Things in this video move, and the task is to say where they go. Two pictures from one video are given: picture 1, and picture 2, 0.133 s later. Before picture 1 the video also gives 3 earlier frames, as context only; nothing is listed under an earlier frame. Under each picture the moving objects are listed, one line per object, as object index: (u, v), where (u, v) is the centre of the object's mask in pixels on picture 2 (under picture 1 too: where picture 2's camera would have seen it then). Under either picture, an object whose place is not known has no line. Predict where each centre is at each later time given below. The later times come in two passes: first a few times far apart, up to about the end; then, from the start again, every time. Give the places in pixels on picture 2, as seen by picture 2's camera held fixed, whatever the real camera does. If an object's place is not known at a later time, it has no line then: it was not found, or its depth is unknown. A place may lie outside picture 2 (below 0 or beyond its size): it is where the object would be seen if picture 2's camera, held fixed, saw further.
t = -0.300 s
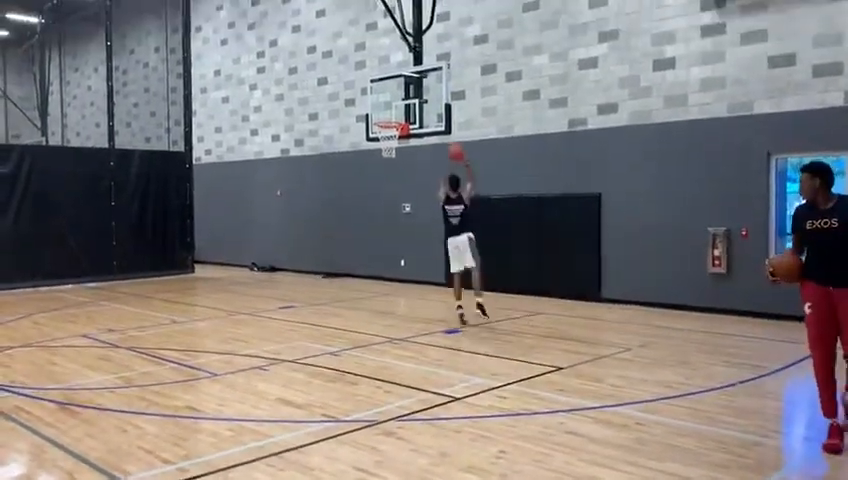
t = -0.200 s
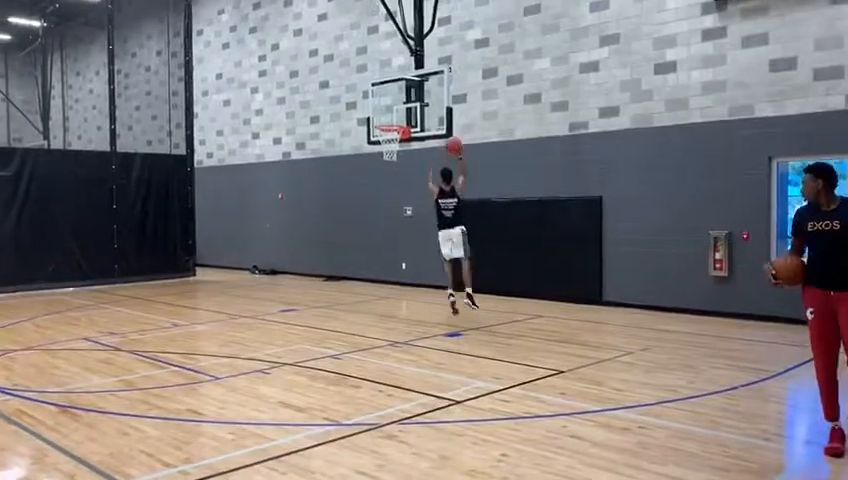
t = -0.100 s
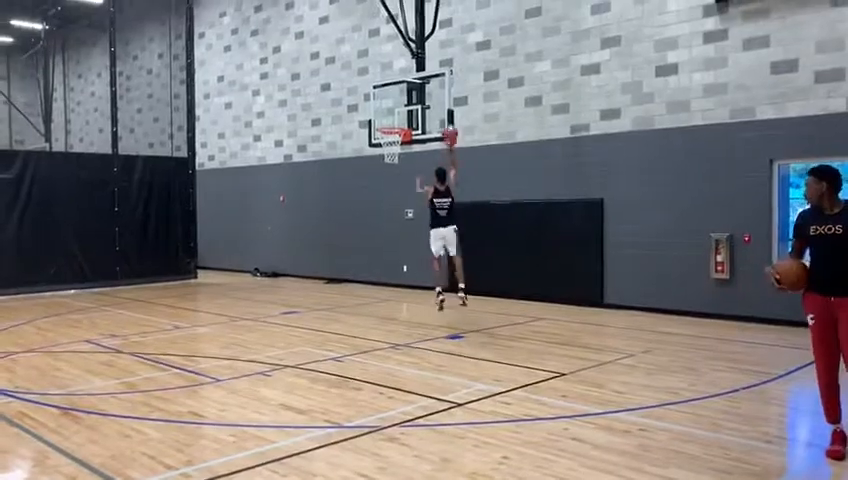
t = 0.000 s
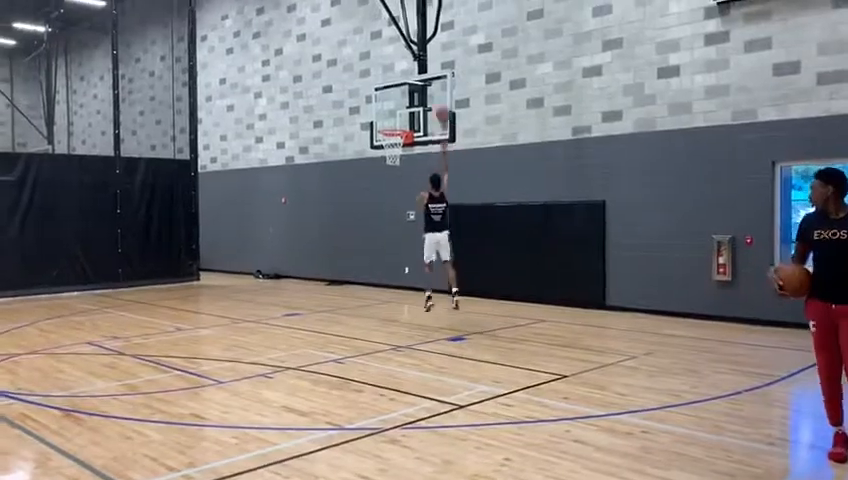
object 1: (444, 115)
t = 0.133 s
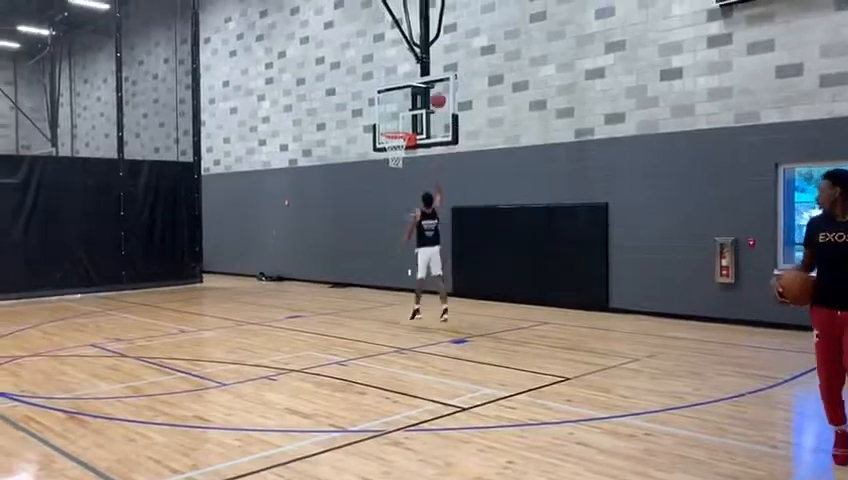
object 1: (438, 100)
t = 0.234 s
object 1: (431, 96)
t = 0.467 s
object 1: (414, 107)
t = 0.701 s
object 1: (390, 147)
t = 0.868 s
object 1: (384, 169)
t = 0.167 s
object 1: (436, 98)
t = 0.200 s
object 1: (435, 97)
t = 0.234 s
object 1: (431, 96)
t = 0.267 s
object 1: (430, 95)
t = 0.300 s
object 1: (428, 96)
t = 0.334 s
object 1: (426, 97)
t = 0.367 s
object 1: (424, 100)
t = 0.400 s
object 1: (422, 101)
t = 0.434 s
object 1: (418, 103)
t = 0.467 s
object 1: (414, 107)
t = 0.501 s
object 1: (410, 111)
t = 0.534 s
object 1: (407, 115)
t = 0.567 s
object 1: (404, 121)
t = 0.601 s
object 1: (400, 126)
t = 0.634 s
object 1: (397, 133)
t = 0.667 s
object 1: (394, 141)
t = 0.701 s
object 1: (390, 147)
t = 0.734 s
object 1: (387, 154)
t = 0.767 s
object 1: (386, 154)
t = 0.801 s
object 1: (386, 161)
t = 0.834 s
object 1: (386, 164)
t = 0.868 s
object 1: (384, 169)
